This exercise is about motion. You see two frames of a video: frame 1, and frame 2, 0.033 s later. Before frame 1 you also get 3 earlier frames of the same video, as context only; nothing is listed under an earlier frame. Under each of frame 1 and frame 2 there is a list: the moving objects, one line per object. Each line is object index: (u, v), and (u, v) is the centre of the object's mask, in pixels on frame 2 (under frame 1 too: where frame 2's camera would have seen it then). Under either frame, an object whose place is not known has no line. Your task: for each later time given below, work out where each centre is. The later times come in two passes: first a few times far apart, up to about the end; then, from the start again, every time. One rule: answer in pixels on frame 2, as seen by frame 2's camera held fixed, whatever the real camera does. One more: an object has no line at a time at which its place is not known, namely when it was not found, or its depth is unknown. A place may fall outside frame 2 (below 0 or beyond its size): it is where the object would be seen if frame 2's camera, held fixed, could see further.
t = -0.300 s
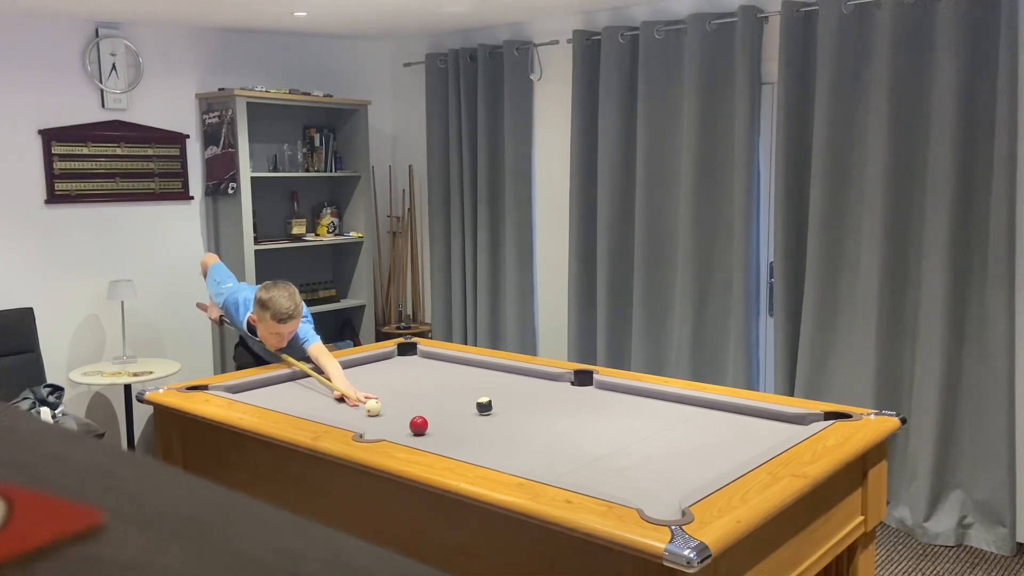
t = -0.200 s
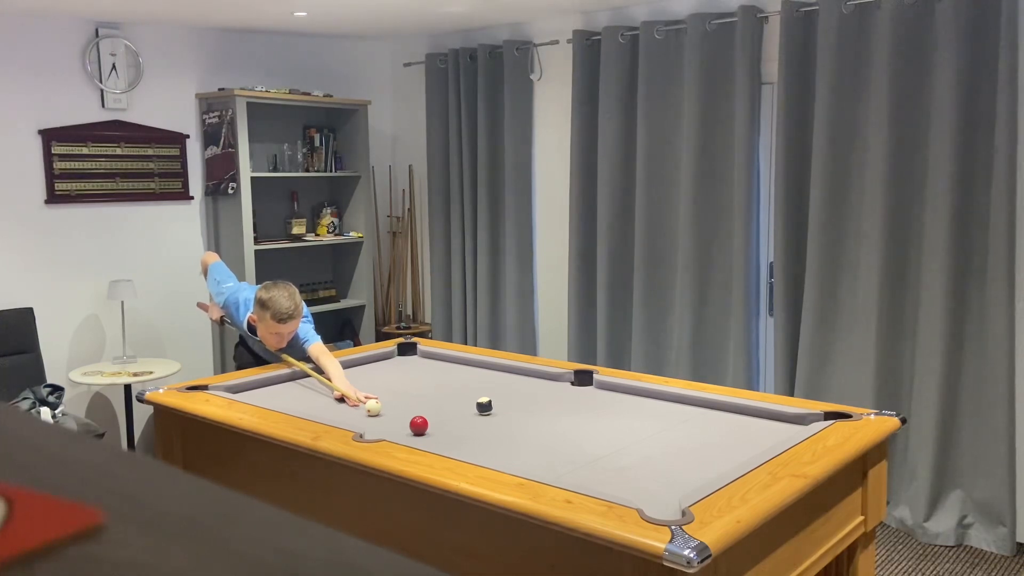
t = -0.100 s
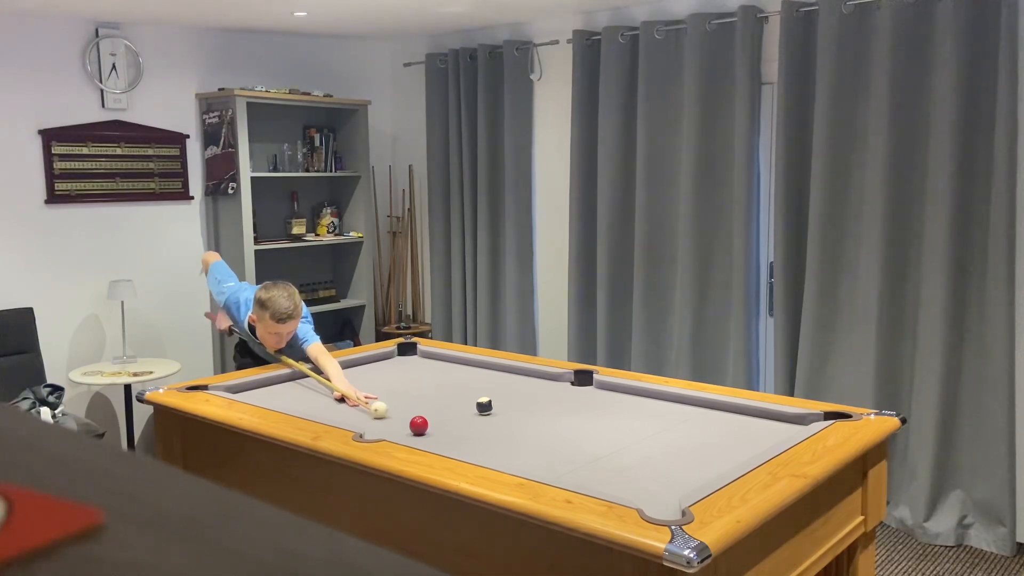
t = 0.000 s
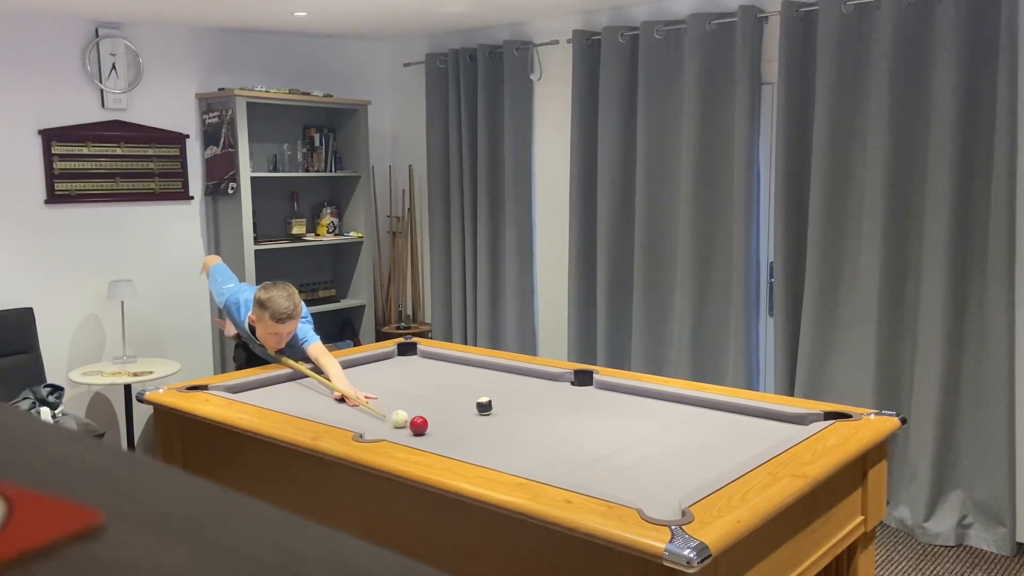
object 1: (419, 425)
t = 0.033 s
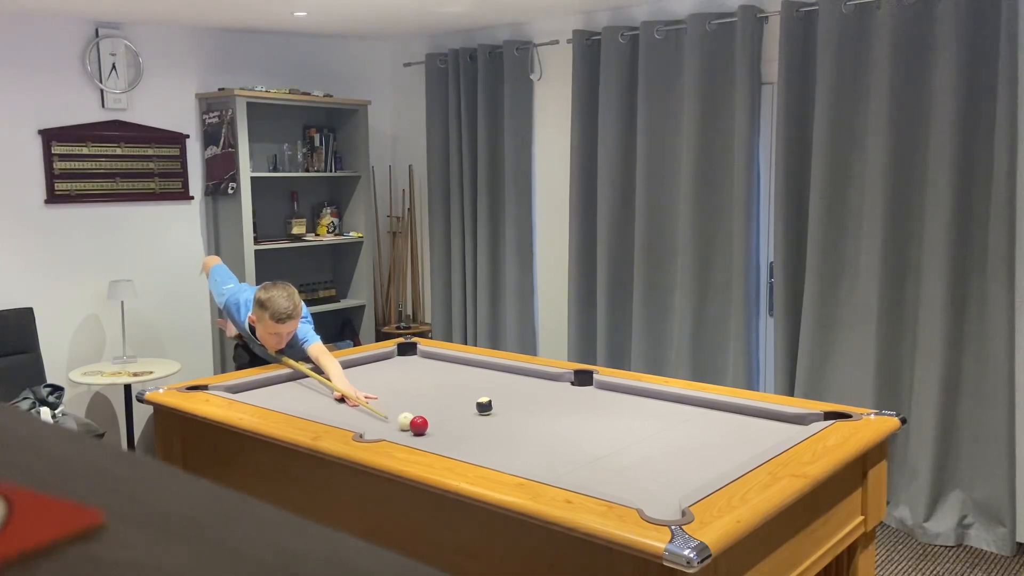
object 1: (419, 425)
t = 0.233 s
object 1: (445, 434)
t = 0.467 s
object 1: (474, 445)
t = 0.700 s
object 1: (505, 454)
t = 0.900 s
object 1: (531, 462)
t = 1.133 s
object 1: (561, 472)
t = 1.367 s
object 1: (593, 481)
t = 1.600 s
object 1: (624, 492)
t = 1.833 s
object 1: (654, 506)
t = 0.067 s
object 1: (422, 427)
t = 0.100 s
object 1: (428, 429)
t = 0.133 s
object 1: (433, 430)
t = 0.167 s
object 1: (437, 432)
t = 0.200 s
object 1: (441, 433)
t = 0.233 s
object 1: (445, 434)
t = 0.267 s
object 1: (449, 436)
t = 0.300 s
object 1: (453, 437)
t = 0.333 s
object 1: (457, 439)
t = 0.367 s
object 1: (462, 440)
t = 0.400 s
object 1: (466, 442)
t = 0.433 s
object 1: (470, 443)
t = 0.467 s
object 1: (474, 445)
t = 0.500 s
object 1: (479, 446)
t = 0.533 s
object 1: (483, 447)
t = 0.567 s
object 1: (487, 449)
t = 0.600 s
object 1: (492, 450)
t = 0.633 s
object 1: (496, 451)
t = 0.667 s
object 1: (500, 453)
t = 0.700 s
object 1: (505, 454)
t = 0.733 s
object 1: (509, 456)
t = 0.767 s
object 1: (513, 457)
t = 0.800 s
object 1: (518, 458)
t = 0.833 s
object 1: (522, 460)
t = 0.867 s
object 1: (526, 461)
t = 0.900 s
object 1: (531, 462)
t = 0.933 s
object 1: (535, 464)
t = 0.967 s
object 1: (539, 465)
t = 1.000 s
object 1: (544, 466)
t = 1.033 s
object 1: (548, 468)
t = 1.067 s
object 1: (552, 469)
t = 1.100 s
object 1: (557, 470)
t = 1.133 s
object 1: (561, 472)
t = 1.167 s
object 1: (566, 473)
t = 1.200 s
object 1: (570, 474)
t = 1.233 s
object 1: (575, 476)
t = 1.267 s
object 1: (579, 477)
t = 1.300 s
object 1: (584, 479)
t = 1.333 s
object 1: (588, 480)
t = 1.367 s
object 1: (593, 481)
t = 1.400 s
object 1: (597, 483)
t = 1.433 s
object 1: (602, 484)
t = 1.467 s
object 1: (606, 486)
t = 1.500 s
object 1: (611, 487)
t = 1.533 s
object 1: (615, 489)
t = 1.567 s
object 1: (620, 490)
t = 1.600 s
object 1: (624, 492)
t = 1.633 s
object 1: (629, 493)
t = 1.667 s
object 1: (633, 495)
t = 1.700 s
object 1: (638, 498)
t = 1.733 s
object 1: (642, 500)
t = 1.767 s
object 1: (646, 502)
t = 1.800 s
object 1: (650, 504)
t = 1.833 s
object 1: (654, 506)
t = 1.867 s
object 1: (658, 507)
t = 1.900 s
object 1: (663, 509)
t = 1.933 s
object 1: (667, 510)
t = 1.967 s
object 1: (667, 512)
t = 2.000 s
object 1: (665, 516)
